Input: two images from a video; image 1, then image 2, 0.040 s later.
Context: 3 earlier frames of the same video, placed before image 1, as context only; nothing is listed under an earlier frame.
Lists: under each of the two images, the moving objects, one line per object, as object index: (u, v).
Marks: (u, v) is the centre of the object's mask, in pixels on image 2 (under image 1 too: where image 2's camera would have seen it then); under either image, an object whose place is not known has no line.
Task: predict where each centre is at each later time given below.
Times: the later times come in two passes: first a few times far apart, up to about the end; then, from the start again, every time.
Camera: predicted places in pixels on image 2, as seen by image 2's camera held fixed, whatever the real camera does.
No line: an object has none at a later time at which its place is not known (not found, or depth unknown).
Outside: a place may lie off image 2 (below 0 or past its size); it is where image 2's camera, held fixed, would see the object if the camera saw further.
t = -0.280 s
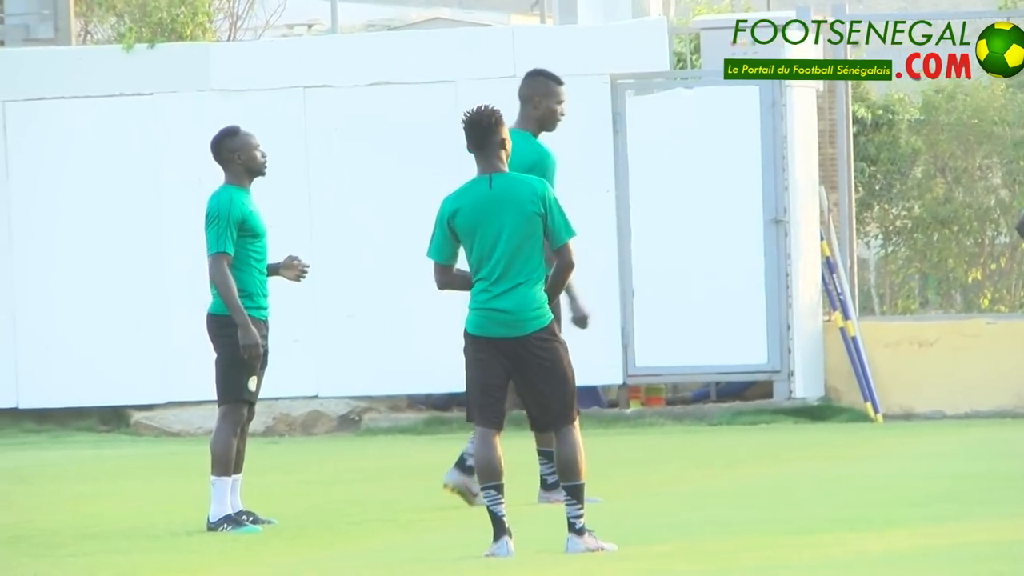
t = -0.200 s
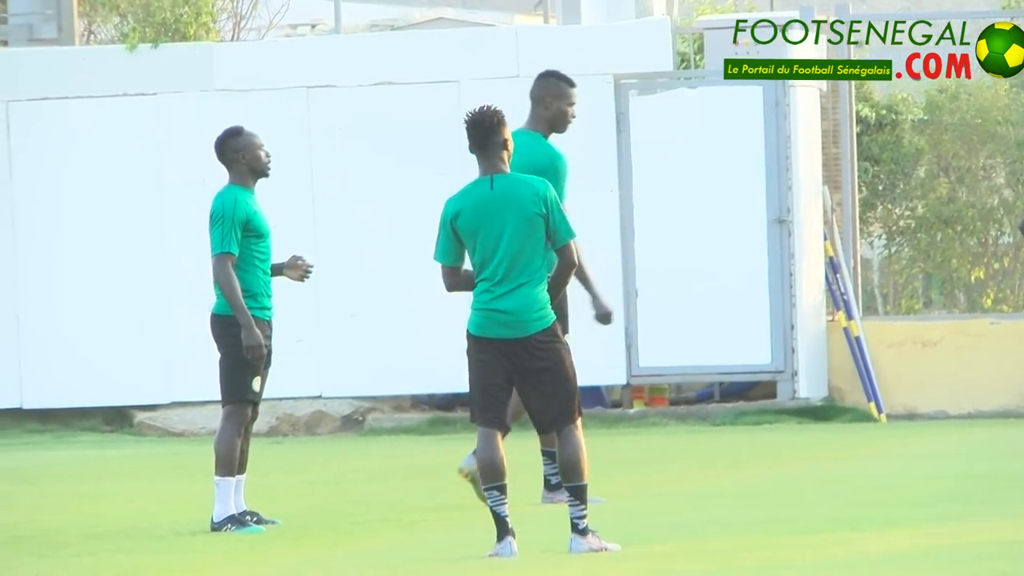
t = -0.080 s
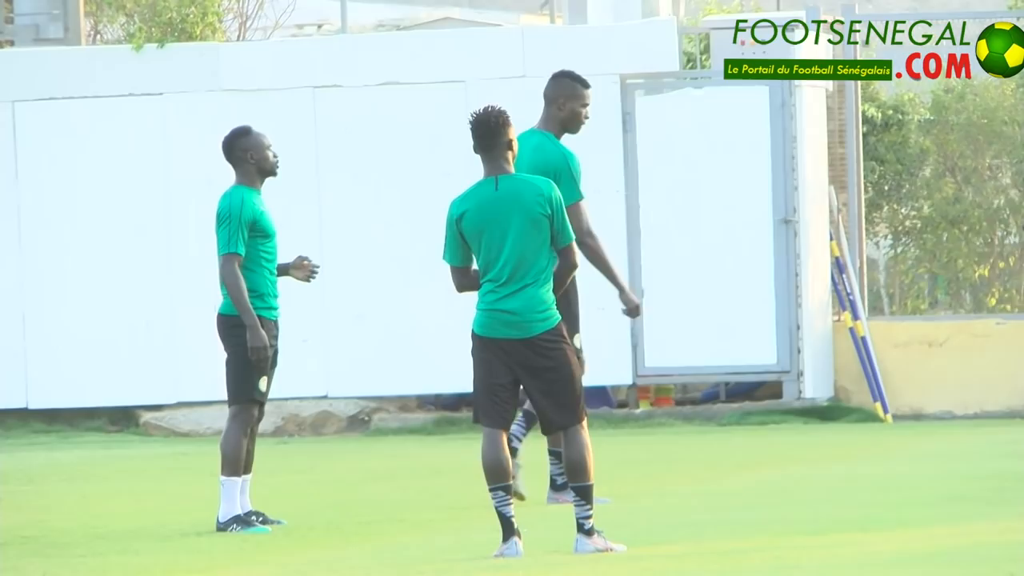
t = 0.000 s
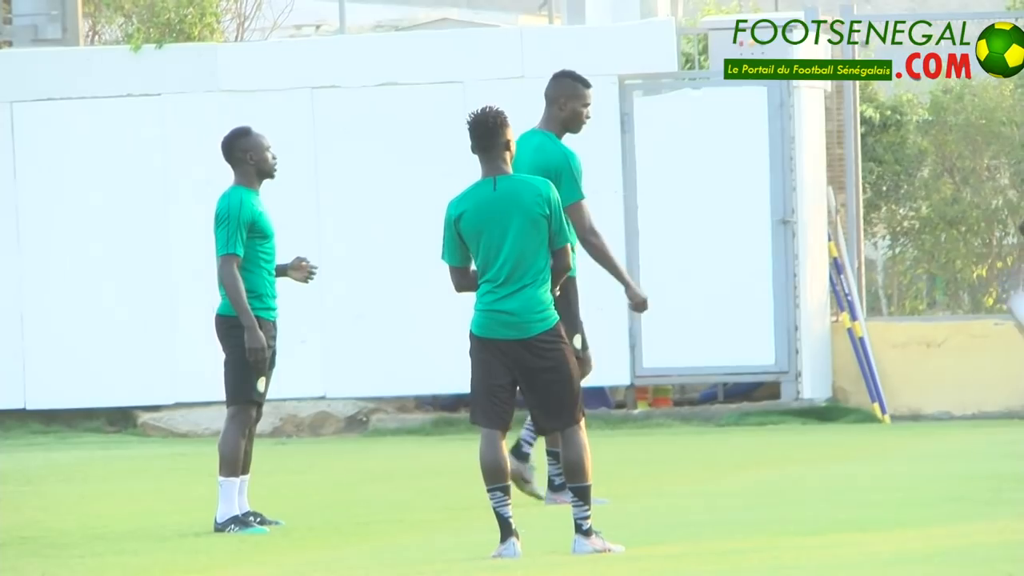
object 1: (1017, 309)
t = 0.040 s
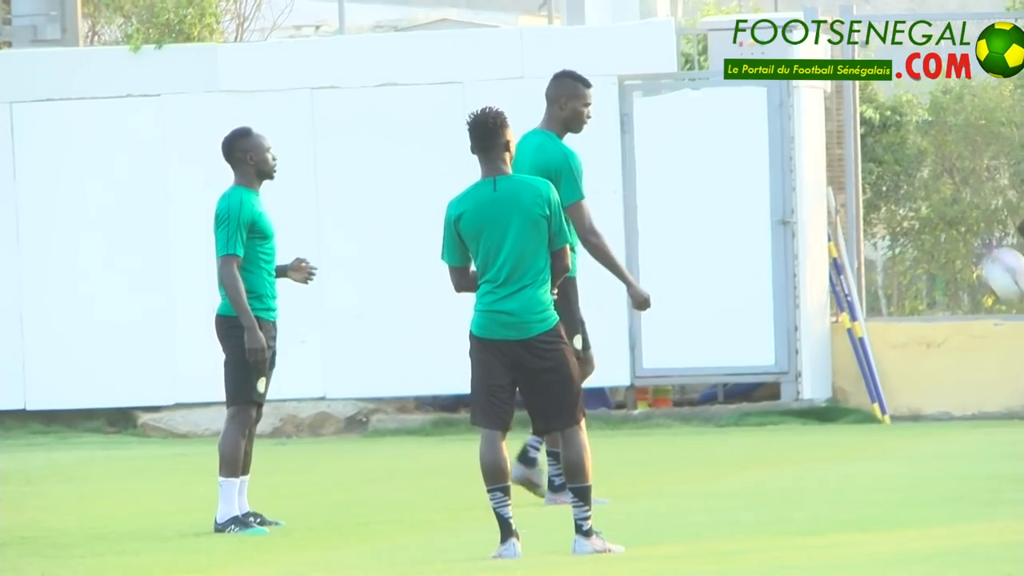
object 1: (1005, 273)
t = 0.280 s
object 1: (846, 119)
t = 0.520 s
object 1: (679, 88)
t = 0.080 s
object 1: (982, 241)
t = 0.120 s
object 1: (955, 211)
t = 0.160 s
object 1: (927, 182)
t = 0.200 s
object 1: (900, 159)
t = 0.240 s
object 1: (872, 139)
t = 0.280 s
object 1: (846, 119)
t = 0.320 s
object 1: (818, 106)
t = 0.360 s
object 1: (786, 102)
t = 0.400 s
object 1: (762, 96)
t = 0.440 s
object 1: (727, 91)
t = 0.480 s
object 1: (703, 84)
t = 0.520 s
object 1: (679, 88)
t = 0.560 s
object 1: (650, 95)
